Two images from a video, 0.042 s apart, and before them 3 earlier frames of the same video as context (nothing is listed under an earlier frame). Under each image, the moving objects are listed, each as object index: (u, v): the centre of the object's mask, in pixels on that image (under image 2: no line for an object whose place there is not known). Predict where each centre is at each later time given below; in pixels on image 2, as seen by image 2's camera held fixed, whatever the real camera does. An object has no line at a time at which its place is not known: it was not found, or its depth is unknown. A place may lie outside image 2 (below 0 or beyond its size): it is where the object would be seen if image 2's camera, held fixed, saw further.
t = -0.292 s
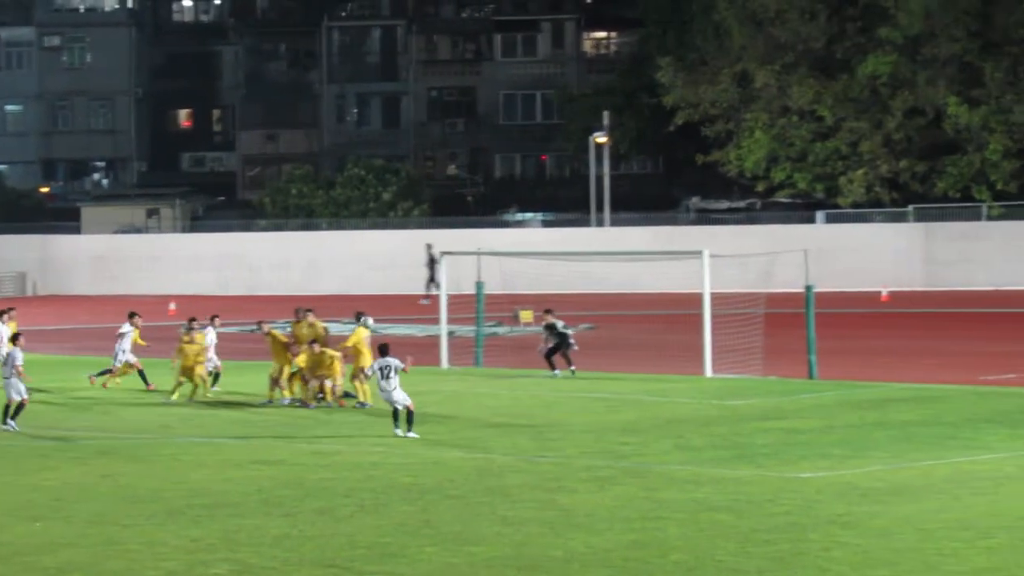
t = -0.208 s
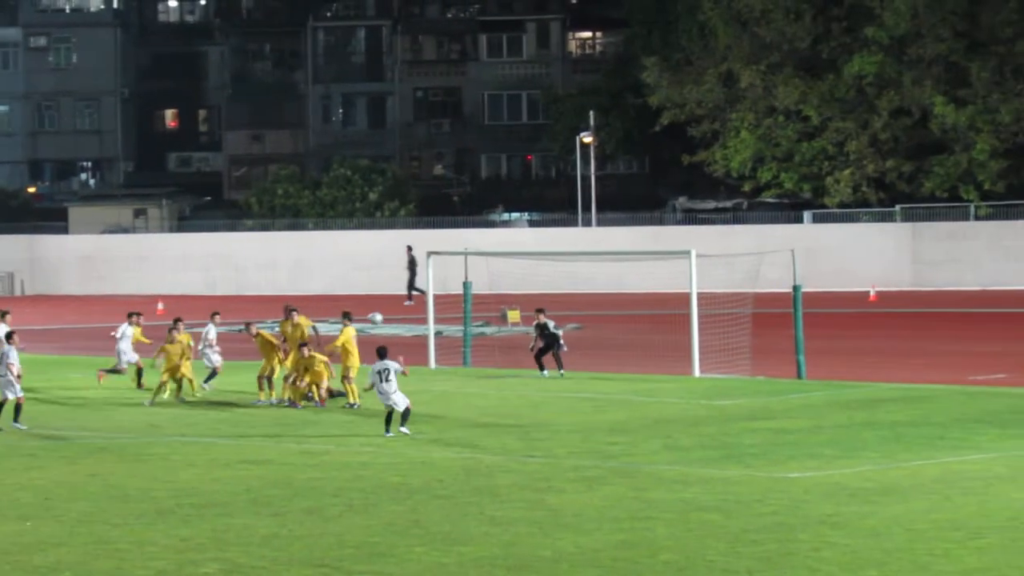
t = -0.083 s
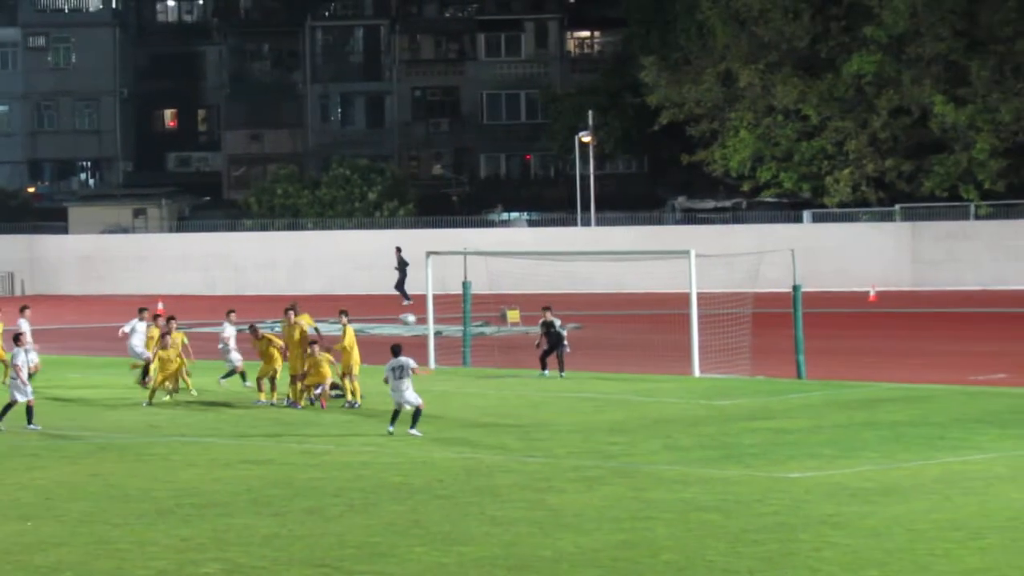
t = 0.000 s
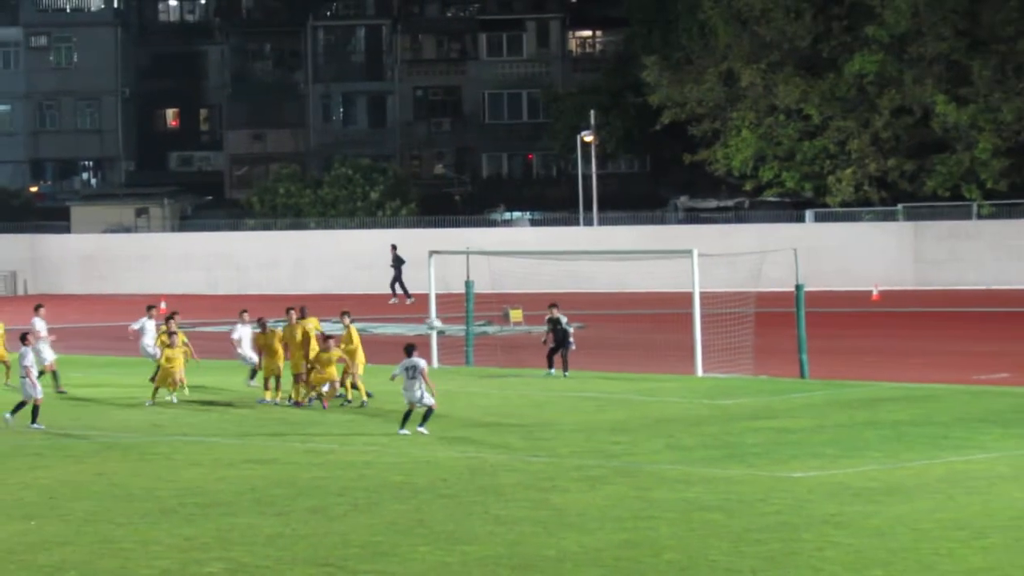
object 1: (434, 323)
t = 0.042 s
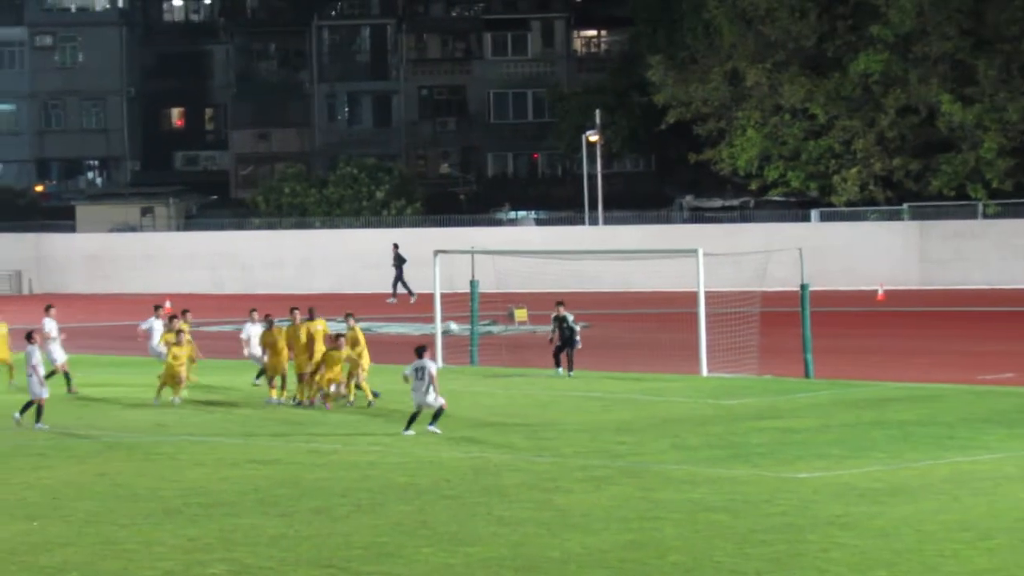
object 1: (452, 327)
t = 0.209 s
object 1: (501, 352)
